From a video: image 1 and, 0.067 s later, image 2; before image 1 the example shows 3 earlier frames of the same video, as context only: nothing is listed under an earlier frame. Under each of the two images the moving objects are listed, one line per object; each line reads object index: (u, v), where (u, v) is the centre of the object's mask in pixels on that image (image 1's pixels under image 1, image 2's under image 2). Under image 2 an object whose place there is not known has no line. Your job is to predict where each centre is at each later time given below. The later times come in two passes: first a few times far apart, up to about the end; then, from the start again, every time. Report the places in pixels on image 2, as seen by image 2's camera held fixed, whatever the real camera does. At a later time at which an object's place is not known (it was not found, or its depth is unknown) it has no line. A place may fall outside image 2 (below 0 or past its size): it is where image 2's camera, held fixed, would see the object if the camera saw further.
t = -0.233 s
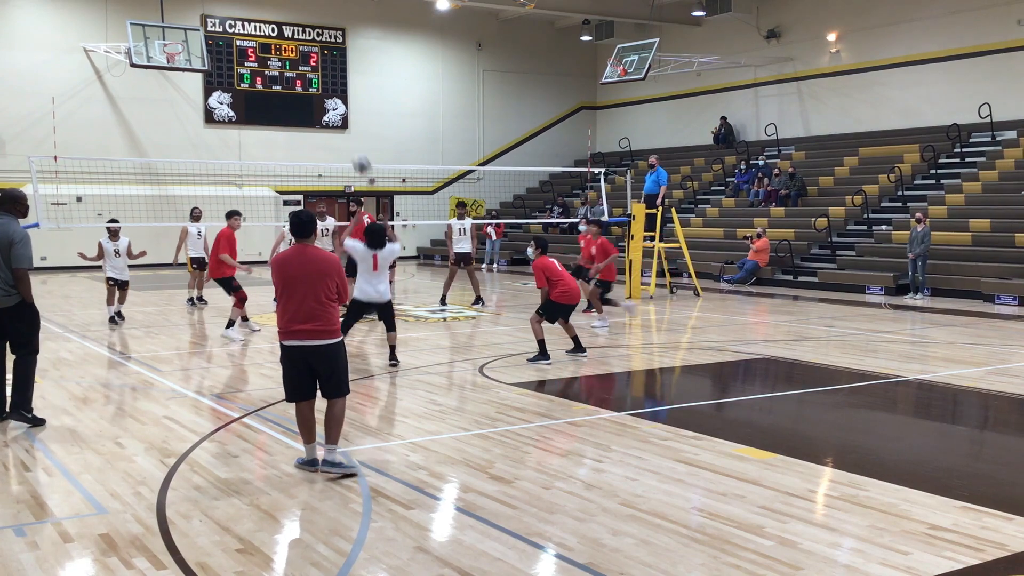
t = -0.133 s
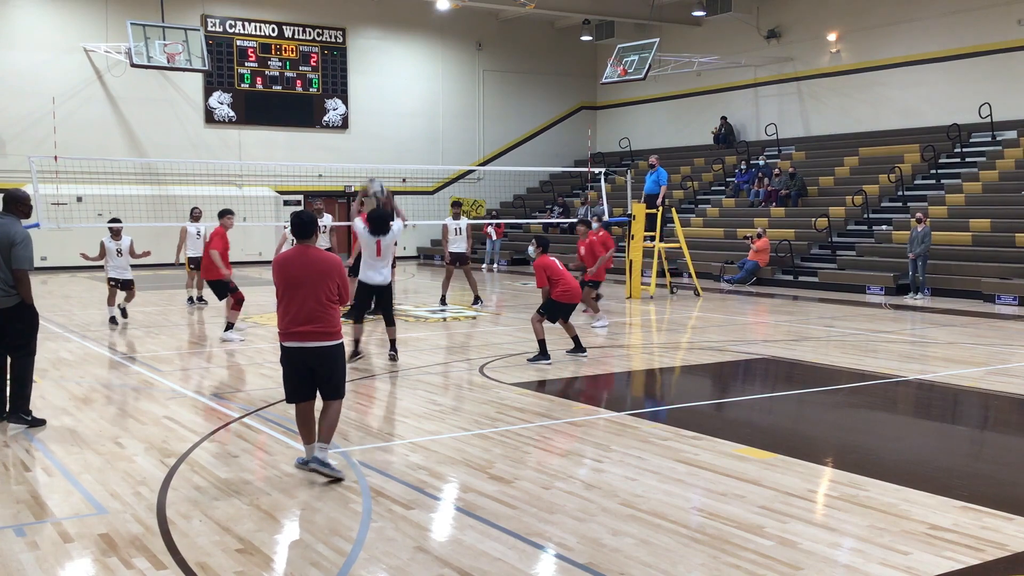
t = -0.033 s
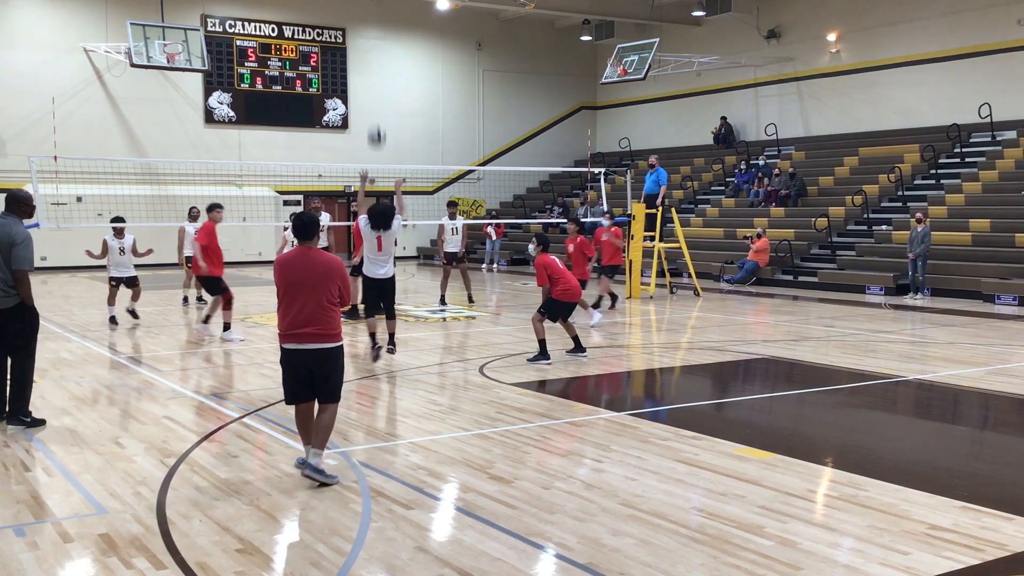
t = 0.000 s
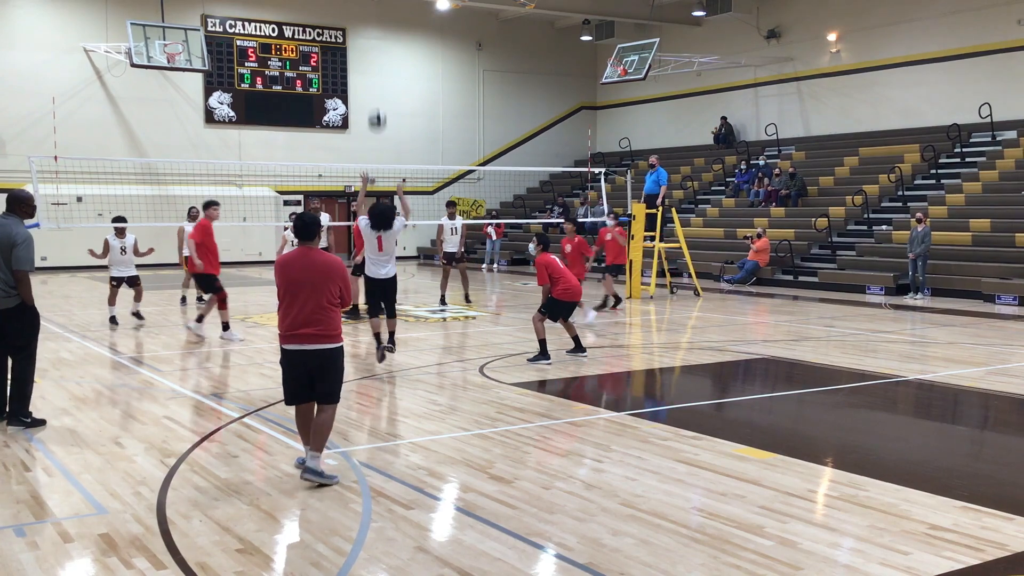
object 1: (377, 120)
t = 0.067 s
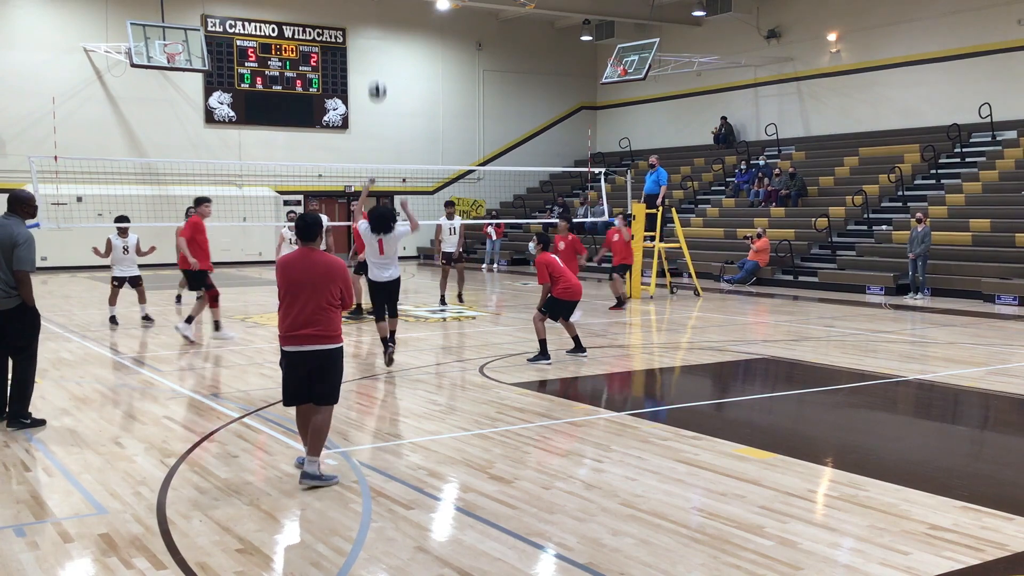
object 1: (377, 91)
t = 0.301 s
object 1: (378, 22)
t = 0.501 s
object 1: (380, 6)
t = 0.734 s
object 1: (382, 26)
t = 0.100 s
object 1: (377, 78)
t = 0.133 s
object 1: (377, 66)
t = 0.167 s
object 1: (377, 55)
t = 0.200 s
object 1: (377, 45)
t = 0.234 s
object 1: (377, 37)
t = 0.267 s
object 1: (378, 29)
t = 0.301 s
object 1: (378, 22)
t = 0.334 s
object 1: (378, 17)
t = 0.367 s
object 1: (378, 13)
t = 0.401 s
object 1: (379, 9)
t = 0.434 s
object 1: (379, 7)
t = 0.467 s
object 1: (379, 7)
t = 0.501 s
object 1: (380, 6)
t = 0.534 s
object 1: (380, 7)
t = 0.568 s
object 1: (380, 7)
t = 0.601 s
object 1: (381, 8)
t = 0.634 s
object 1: (381, 11)
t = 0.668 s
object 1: (381, 15)
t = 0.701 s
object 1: (382, 20)
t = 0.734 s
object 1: (382, 26)
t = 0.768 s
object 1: (382, 33)
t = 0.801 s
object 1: (383, 41)
